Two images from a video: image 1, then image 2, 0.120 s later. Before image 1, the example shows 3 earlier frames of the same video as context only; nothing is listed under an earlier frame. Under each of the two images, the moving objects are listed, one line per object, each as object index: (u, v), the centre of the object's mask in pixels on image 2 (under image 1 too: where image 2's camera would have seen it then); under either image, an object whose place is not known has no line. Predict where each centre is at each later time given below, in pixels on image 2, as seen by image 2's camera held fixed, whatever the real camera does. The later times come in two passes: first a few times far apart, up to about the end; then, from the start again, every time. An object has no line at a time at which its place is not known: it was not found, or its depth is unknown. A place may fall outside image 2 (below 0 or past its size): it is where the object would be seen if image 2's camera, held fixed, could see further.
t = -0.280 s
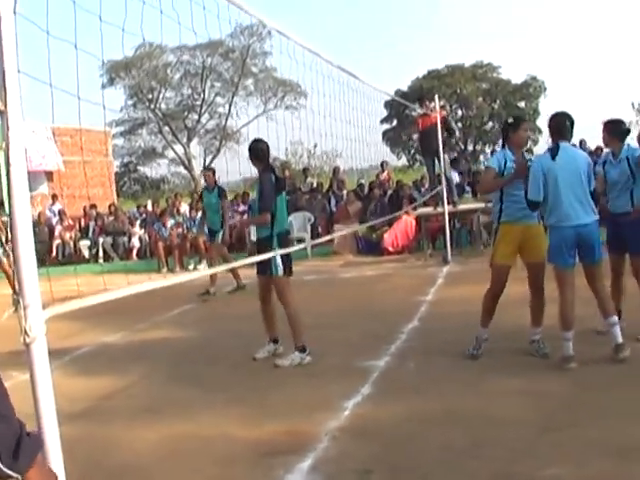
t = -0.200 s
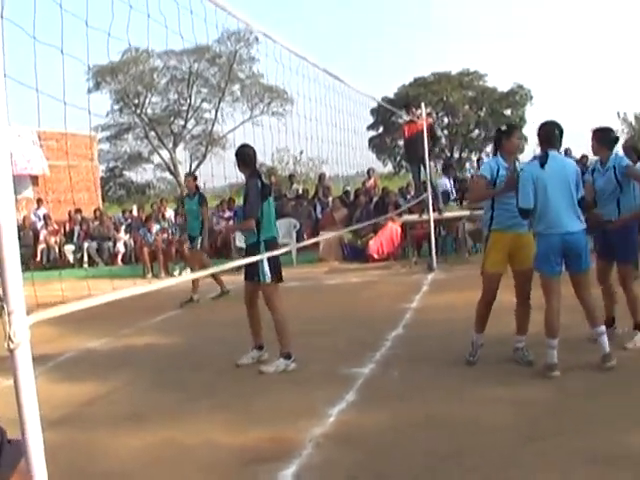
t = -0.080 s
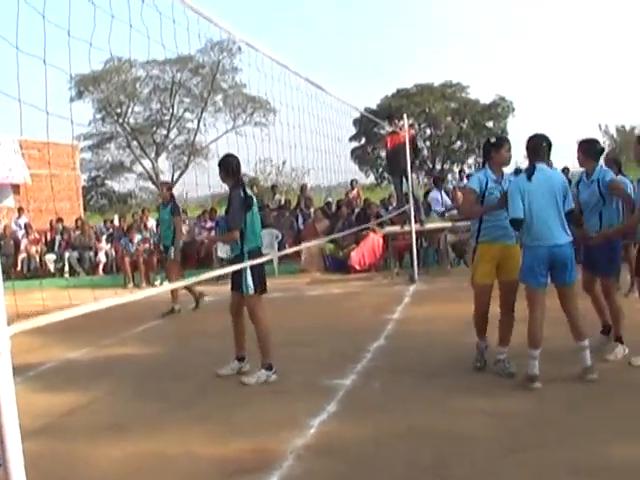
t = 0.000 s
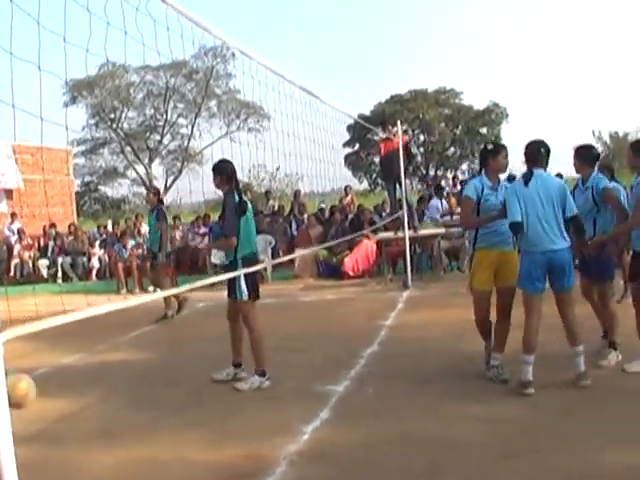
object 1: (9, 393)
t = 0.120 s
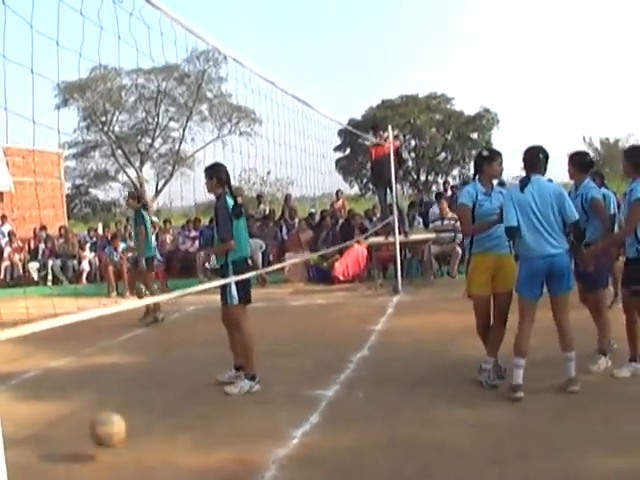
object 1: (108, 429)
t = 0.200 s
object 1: (153, 385)
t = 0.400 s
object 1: (269, 325)
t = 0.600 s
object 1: (388, 336)
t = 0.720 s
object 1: (461, 370)
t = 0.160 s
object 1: (129, 406)
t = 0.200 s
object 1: (153, 385)
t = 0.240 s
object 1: (175, 368)
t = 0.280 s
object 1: (199, 353)
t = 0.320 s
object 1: (222, 341)
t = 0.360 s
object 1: (245, 330)
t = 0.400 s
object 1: (269, 325)
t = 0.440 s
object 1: (294, 320)
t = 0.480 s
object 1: (318, 320)
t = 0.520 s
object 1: (341, 321)
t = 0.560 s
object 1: (366, 326)
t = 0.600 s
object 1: (388, 336)
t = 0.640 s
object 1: (414, 343)
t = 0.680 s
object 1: (437, 355)
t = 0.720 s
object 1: (461, 370)
